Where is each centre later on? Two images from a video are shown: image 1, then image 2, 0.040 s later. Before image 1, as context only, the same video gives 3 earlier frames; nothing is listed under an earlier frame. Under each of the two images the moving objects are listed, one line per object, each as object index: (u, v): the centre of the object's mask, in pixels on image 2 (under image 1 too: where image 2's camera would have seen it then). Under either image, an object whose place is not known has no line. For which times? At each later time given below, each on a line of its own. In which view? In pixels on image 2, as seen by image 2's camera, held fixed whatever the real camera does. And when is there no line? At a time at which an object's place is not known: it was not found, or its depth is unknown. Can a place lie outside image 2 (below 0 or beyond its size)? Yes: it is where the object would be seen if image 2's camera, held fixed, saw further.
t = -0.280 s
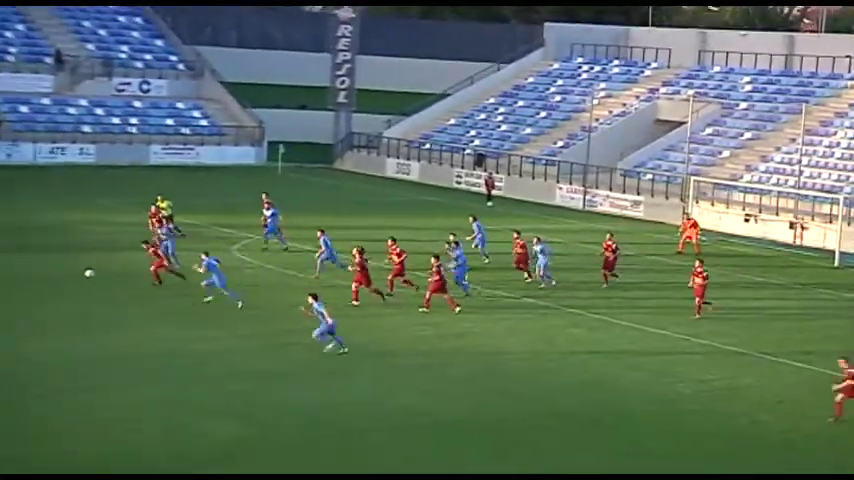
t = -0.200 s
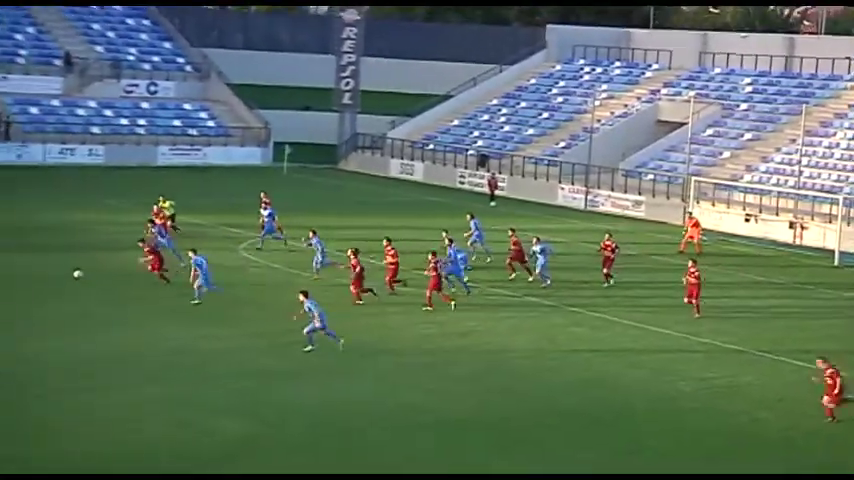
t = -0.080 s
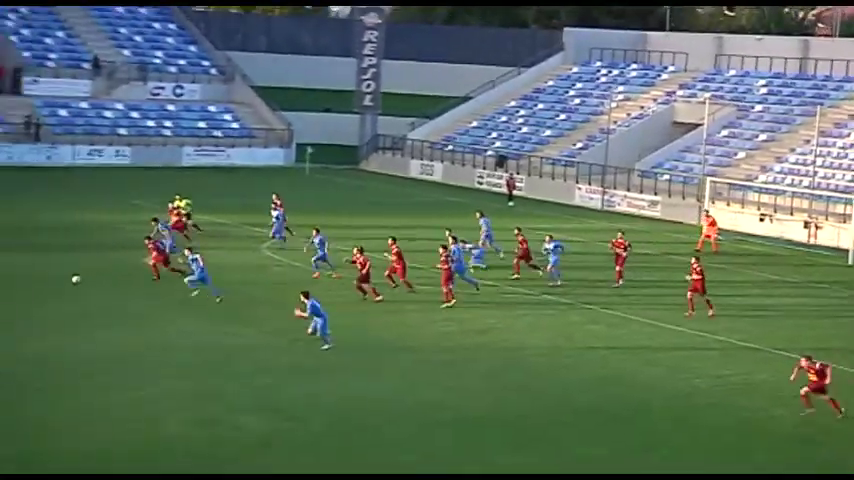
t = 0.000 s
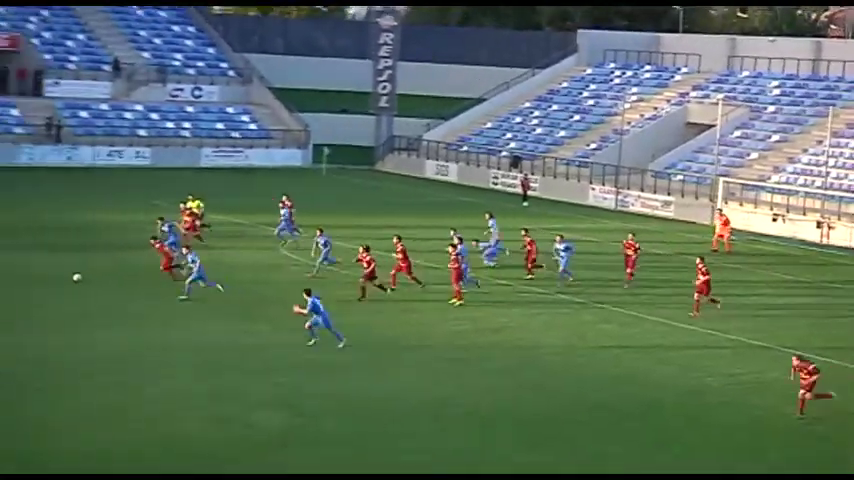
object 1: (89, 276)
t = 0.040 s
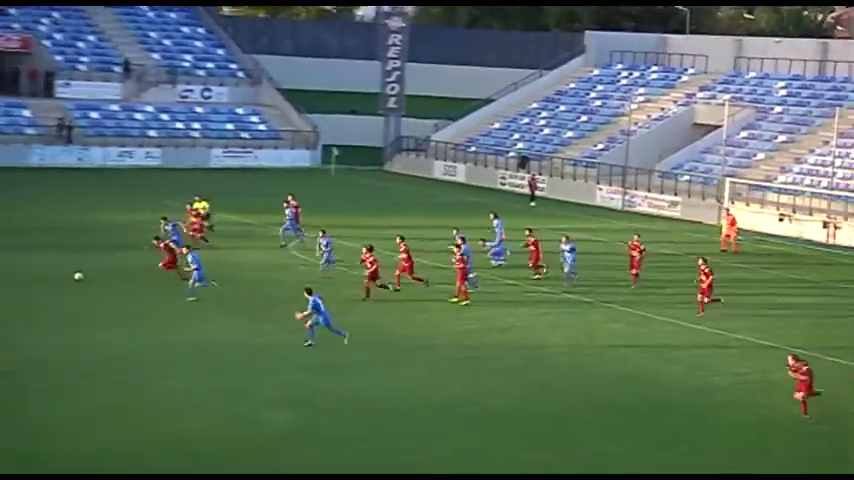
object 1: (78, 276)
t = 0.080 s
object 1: (68, 276)
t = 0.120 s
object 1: (58, 277)
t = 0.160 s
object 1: (47, 278)
